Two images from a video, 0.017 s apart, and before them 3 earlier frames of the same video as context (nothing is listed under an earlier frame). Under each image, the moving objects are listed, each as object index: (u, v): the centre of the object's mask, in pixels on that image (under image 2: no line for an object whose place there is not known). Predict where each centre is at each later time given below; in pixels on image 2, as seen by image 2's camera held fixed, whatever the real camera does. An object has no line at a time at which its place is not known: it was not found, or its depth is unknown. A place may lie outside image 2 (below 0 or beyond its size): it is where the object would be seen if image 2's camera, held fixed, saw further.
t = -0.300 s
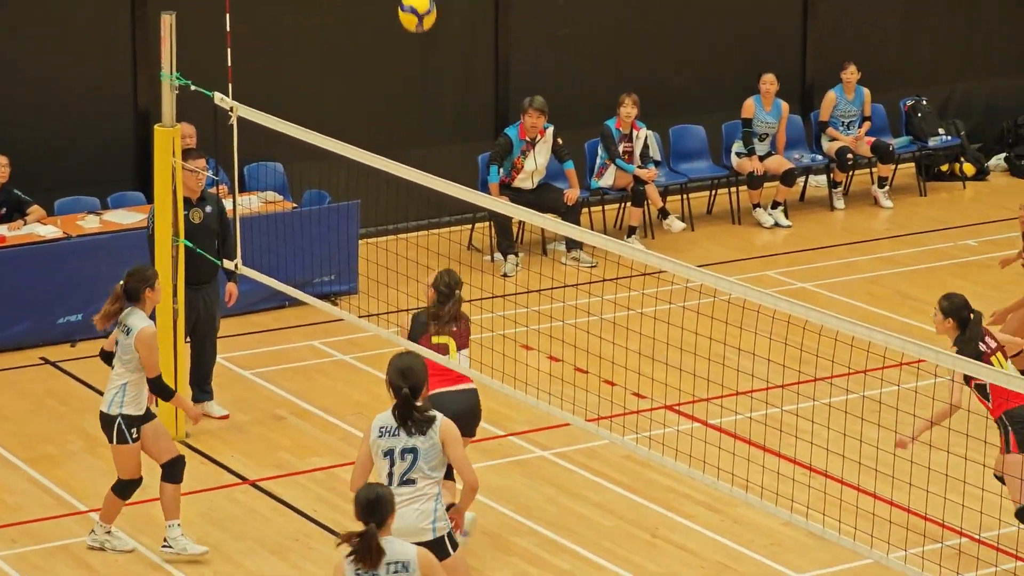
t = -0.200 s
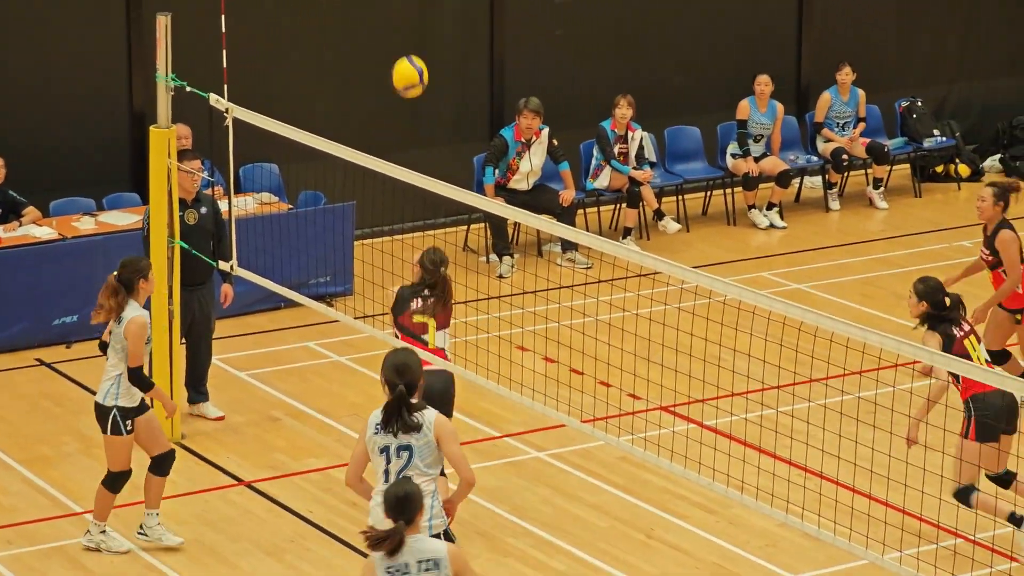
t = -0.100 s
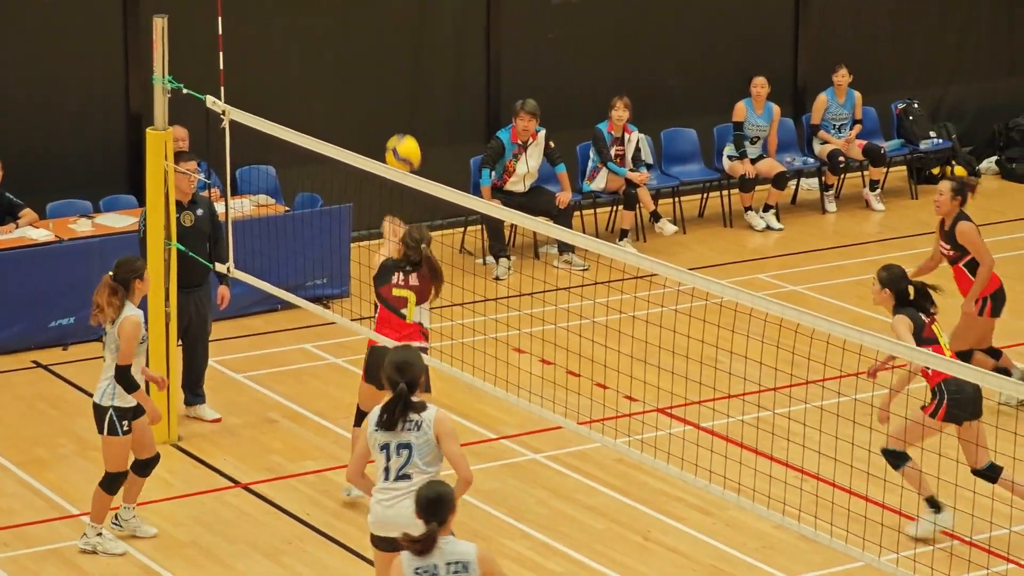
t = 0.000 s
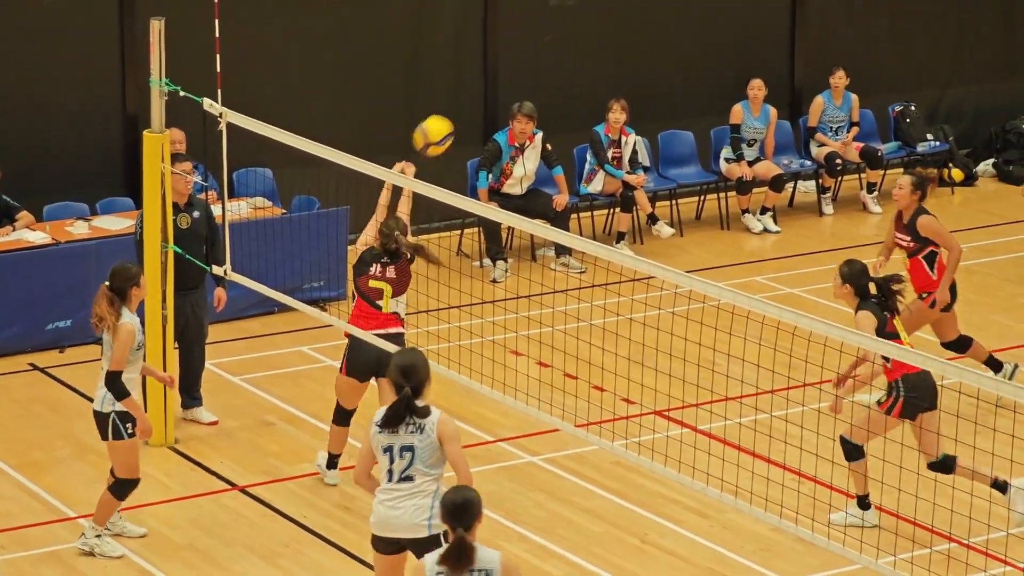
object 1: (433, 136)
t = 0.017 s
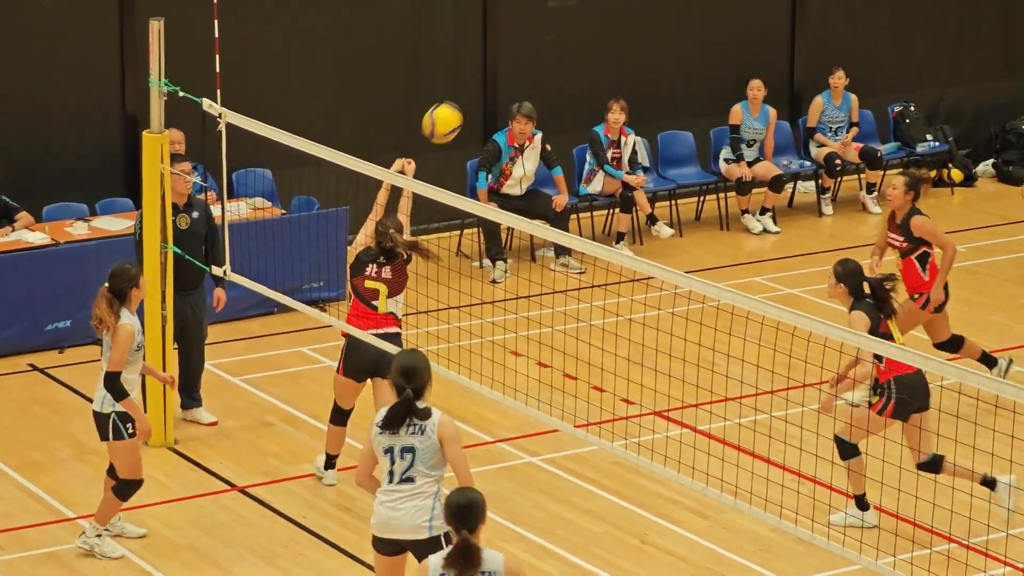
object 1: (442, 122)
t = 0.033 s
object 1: (452, 109)
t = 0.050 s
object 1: (462, 96)
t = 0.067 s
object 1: (471, 84)
